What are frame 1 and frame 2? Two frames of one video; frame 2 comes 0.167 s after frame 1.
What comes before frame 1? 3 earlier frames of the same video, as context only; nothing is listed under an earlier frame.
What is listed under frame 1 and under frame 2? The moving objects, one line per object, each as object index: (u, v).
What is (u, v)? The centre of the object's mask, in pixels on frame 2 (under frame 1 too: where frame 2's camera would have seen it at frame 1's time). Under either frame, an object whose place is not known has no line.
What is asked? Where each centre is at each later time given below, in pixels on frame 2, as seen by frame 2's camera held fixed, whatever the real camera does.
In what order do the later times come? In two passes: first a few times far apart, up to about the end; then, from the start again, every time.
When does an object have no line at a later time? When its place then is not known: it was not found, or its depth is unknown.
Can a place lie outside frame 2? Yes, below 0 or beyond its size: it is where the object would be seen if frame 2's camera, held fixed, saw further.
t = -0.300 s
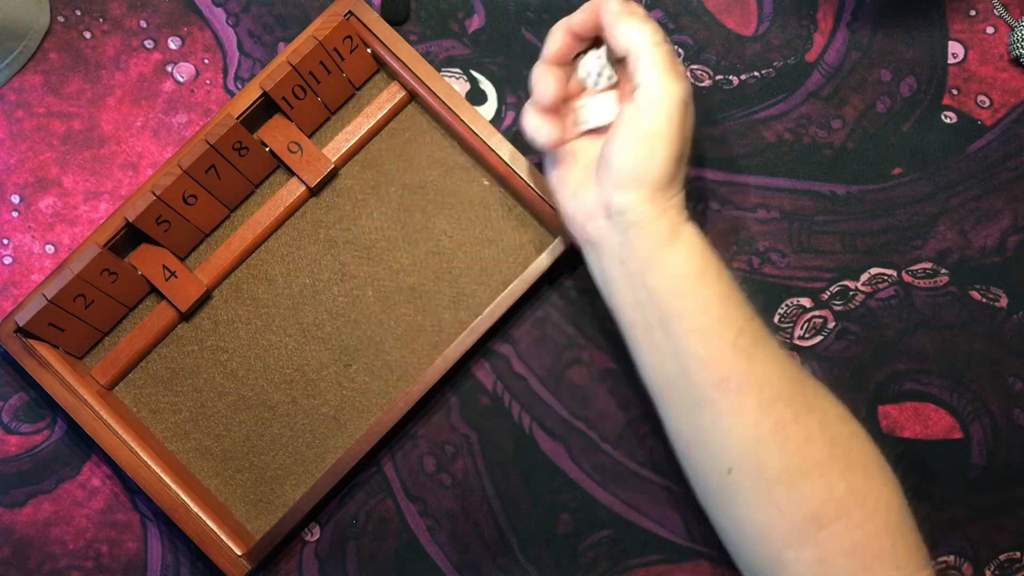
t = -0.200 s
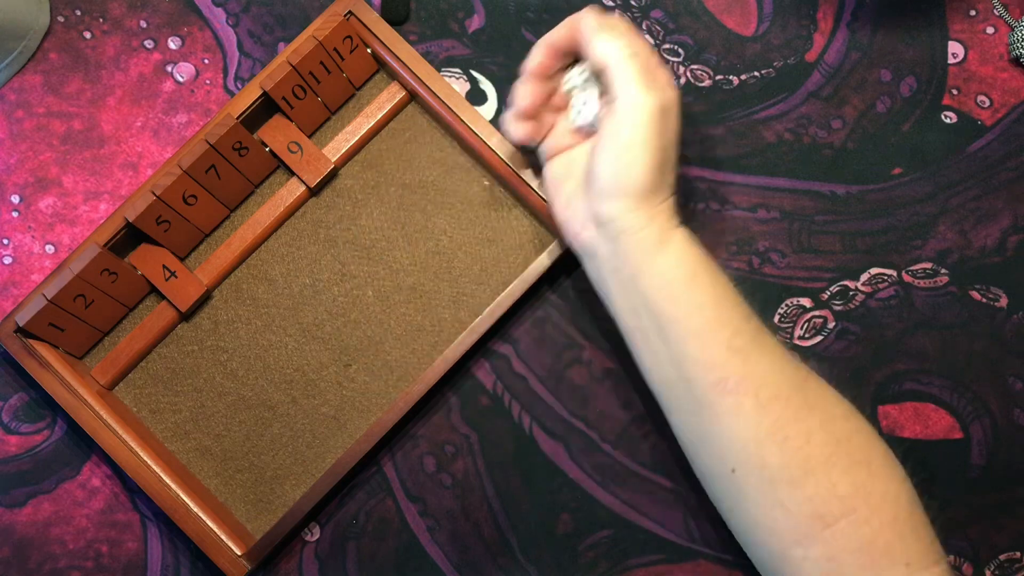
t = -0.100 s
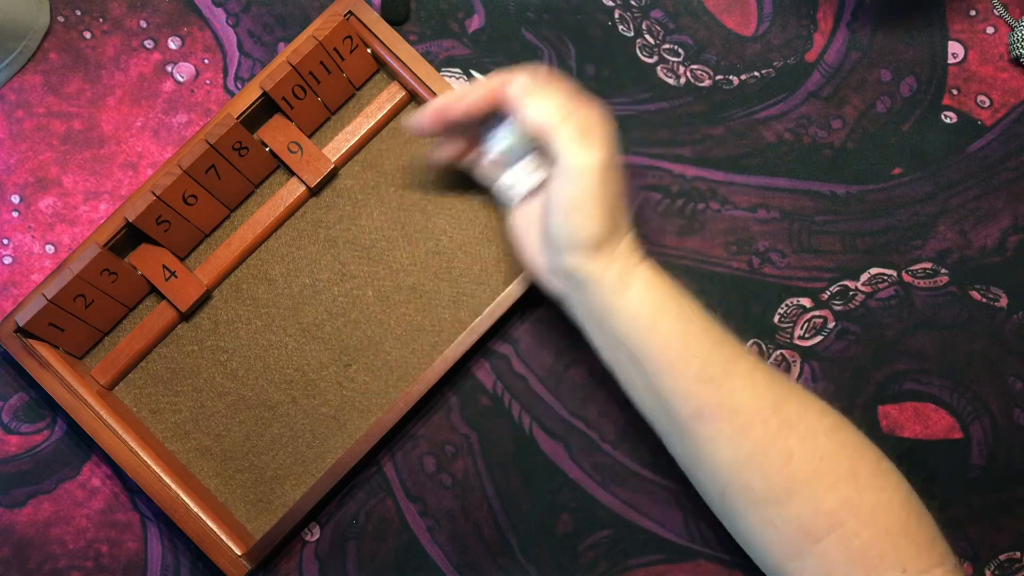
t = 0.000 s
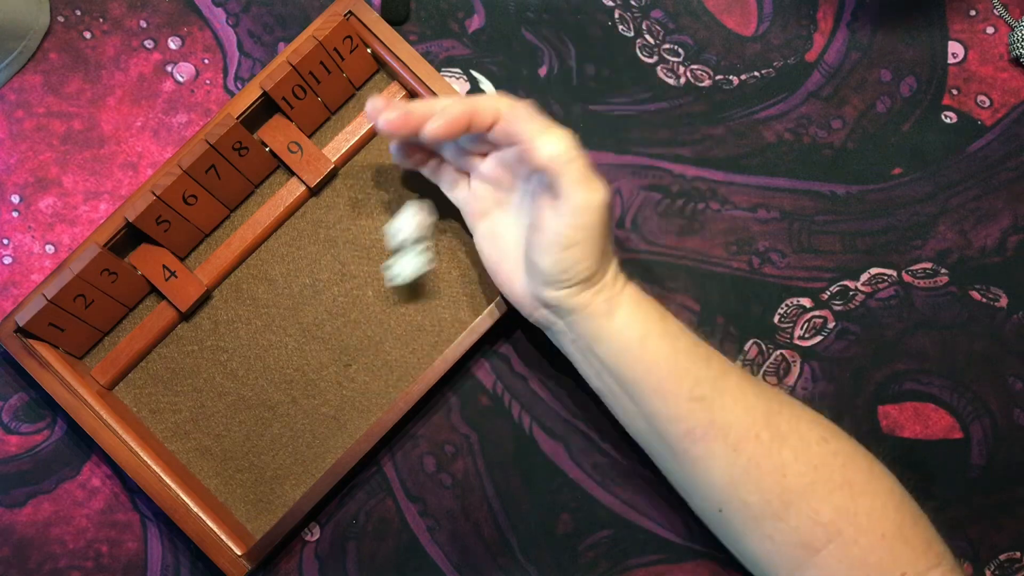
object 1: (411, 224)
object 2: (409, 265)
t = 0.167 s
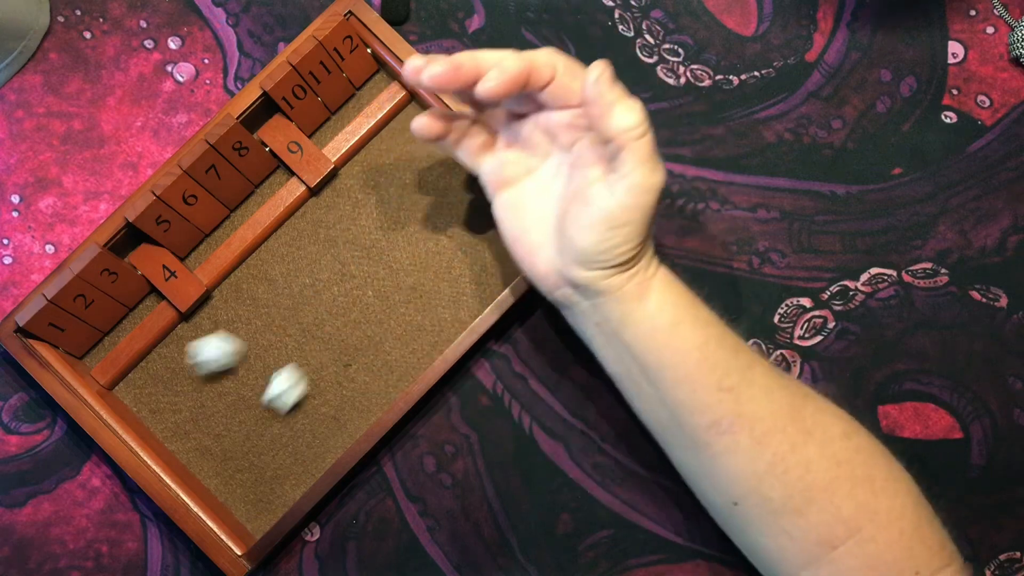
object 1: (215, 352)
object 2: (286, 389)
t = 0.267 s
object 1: (125, 380)
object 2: (230, 461)
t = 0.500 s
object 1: (191, 344)
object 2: (252, 476)
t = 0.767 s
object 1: (207, 343)
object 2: (252, 475)
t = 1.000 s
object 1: (207, 343)
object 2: (252, 475)
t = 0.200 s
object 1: (177, 370)
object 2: (266, 411)
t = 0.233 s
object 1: (142, 386)
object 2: (246, 435)
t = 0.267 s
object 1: (125, 380)
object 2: (230, 461)
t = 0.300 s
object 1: (130, 362)
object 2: (221, 479)
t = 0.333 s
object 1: (134, 350)
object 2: (228, 478)
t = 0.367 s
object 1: (144, 343)
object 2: (238, 477)
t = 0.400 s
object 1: (155, 342)
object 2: (243, 477)
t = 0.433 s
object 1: (170, 343)
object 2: (248, 475)
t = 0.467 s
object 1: (180, 342)
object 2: (252, 475)
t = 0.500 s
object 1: (191, 344)
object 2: (252, 476)
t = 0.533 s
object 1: (200, 344)
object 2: (252, 476)
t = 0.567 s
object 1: (205, 344)
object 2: (252, 475)
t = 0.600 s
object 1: (207, 343)
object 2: (252, 475)
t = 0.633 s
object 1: (207, 343)
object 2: (252, 475)
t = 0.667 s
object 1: (207, 343)
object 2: (252, 475)
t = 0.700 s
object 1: (207, 343)
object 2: (252, 475)
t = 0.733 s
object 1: (207, 343)
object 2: (252, 475)
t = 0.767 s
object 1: (207, 343)
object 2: (252, 475)
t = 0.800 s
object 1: (207, 343)
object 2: (252, 475)
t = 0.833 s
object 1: (207, 343)
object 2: (252, 475)
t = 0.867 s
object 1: (207, 343)
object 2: (252, 475)
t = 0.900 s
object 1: (207, 343)
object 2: (252, 475)
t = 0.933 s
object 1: (207, 343)
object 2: (252, 475)
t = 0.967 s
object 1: (207, 343)
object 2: (252, 475)
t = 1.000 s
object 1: (207, 343)
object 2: (252, 475)
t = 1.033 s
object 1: (207, 343)
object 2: (252, 475)
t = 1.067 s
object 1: (207, 343)
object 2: (252, 476)
